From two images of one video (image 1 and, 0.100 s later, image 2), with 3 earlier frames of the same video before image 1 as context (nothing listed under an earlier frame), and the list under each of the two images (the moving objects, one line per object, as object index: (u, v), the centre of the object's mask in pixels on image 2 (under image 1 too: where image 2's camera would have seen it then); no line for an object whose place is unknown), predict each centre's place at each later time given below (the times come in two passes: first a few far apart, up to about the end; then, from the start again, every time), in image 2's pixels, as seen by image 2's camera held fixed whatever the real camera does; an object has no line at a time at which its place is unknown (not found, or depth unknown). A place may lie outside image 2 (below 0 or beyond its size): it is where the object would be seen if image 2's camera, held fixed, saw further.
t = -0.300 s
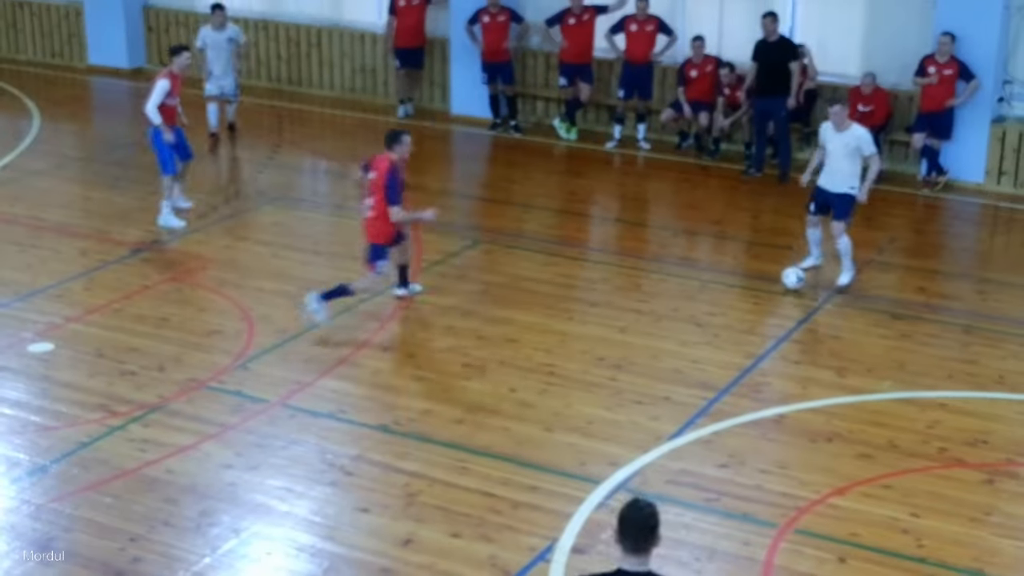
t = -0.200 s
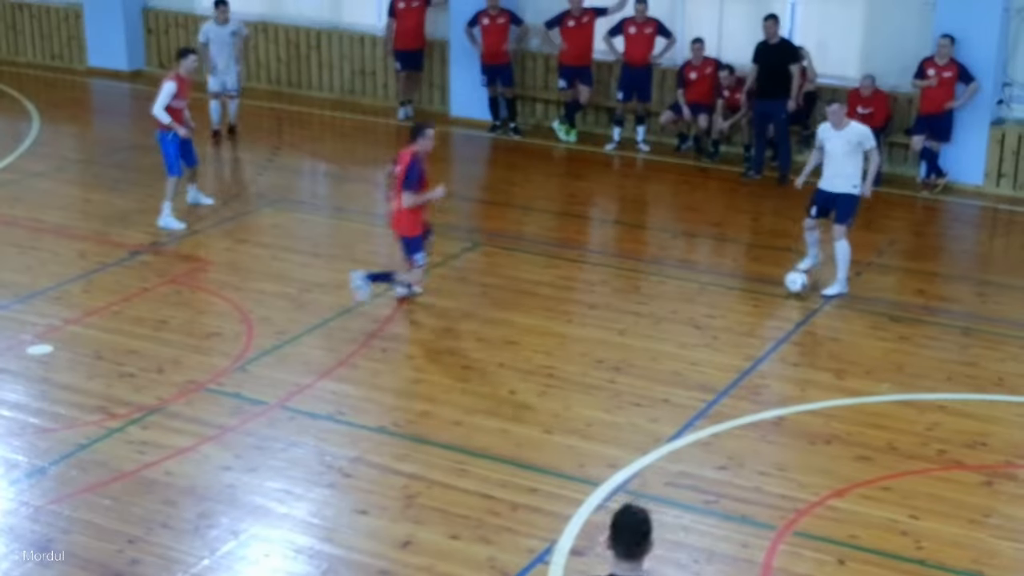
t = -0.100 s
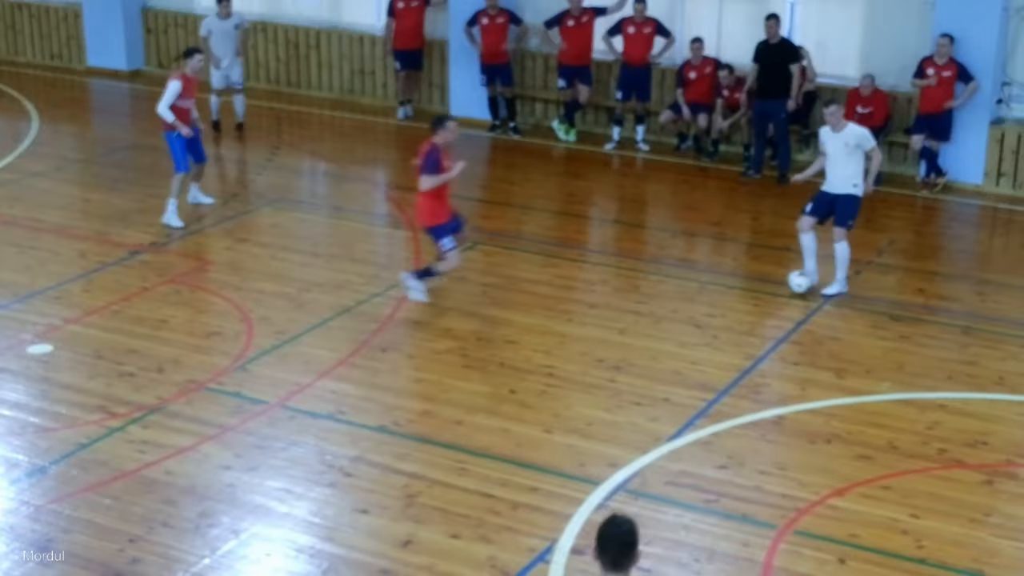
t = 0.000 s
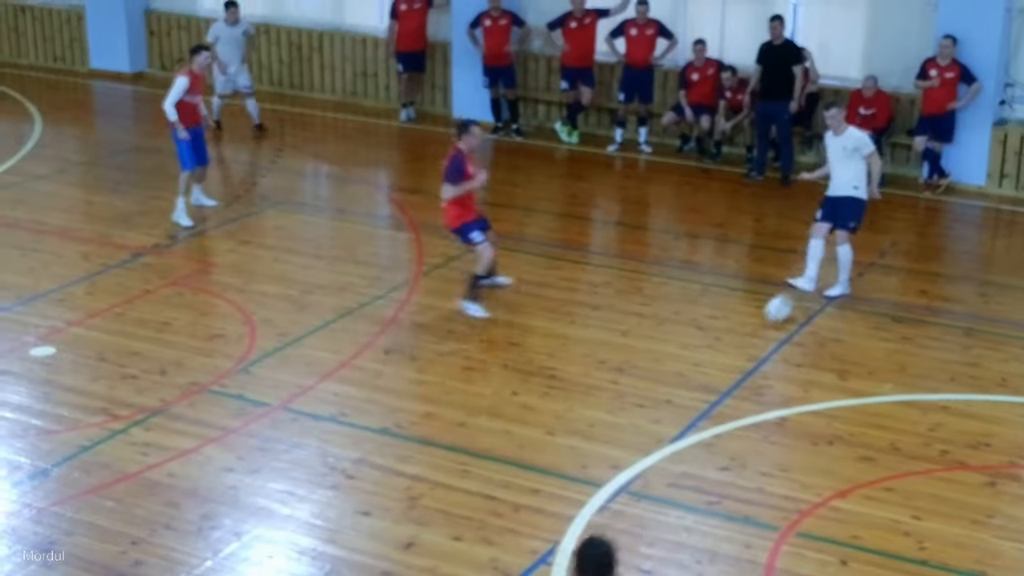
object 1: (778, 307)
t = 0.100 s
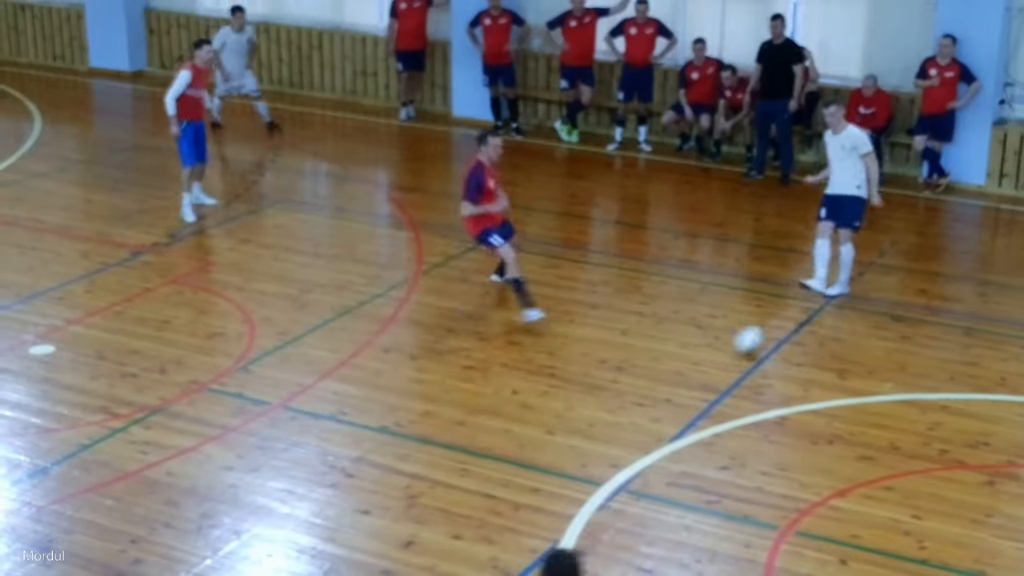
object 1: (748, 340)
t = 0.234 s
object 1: (707, 384)
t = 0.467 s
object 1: (629, 467)
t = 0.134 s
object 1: (738, 350)
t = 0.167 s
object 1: (728, 361)
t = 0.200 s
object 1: (717, 374)
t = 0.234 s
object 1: (707, 384)
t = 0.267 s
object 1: (696, 396)
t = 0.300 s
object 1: (685, 407)
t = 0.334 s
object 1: (674, 419)
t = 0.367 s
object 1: (661, 431)
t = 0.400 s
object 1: (652, 443)
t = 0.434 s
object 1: (639, 455)
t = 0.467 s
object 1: (629, 467)
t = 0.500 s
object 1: (618, 480)
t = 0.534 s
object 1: (604, 494)
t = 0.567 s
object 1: (594, 506)
